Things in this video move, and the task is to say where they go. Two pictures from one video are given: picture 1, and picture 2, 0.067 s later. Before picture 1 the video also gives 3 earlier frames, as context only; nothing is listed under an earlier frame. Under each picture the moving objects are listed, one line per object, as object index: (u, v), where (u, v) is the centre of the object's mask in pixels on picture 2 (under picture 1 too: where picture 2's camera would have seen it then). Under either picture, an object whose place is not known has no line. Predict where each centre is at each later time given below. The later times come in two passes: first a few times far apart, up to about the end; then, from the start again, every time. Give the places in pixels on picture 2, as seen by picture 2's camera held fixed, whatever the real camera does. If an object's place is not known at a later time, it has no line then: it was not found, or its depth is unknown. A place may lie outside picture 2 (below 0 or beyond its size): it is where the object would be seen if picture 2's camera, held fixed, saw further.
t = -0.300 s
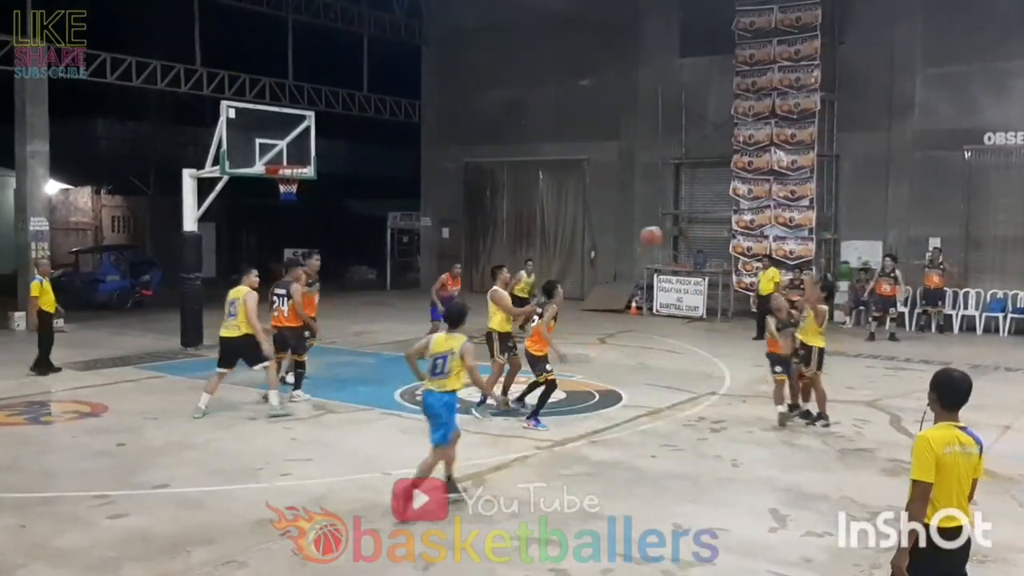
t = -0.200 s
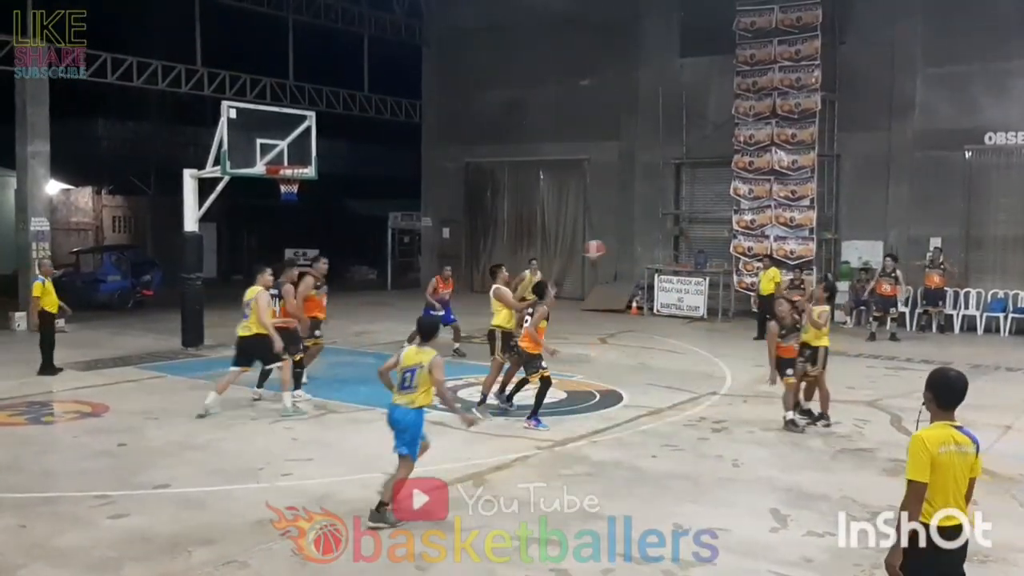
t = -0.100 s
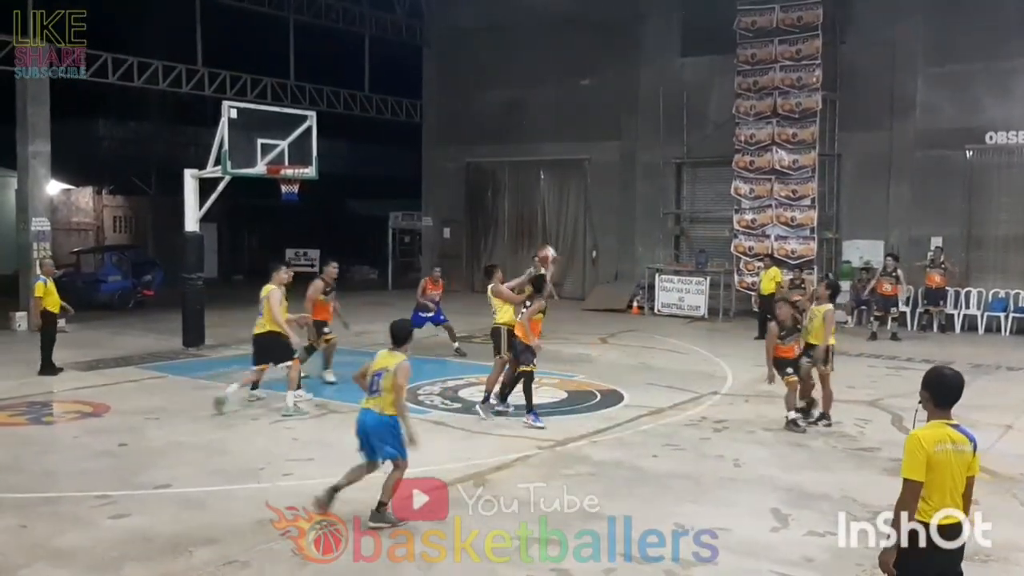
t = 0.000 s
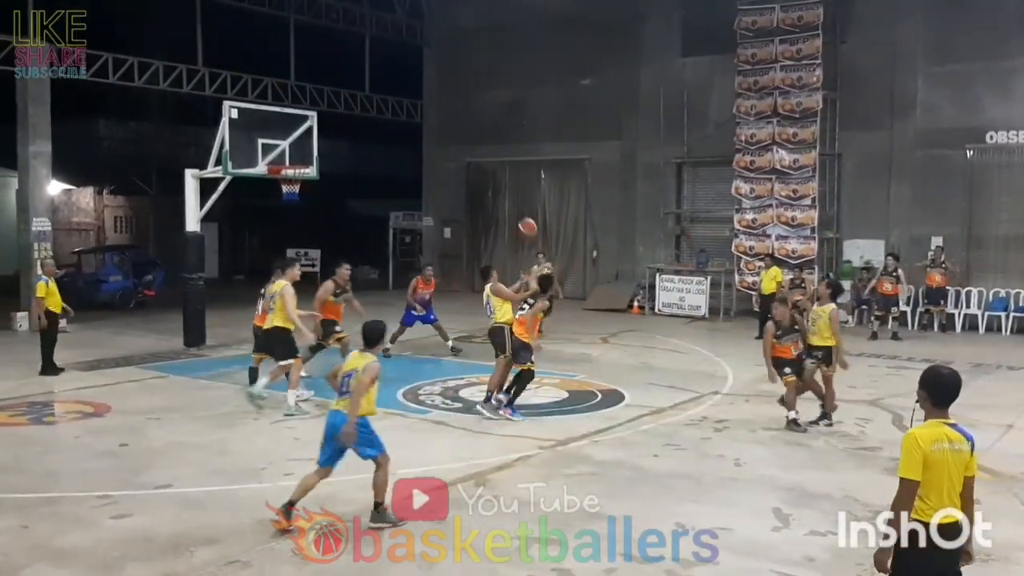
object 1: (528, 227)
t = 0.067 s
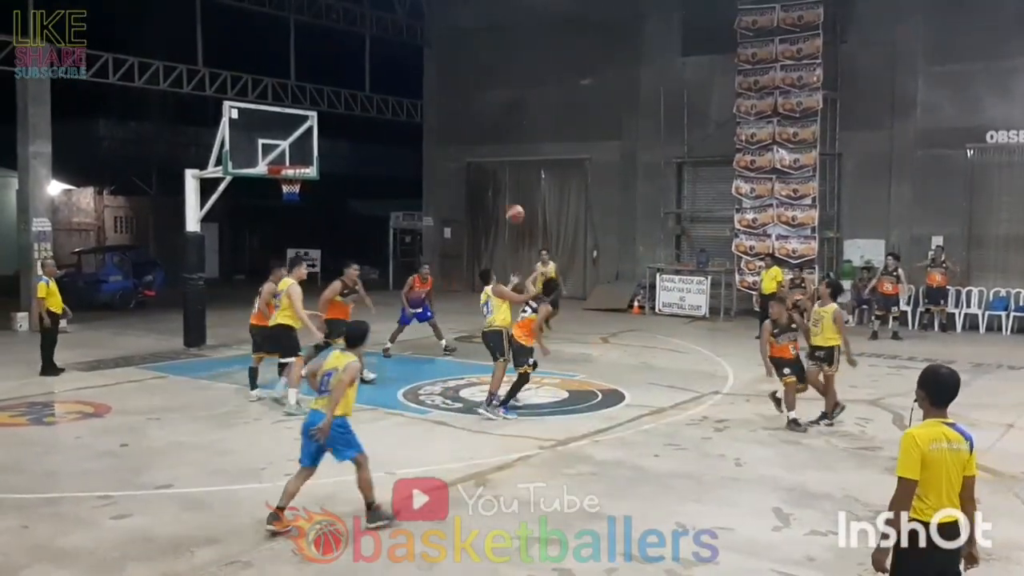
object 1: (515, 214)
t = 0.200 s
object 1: (490, 197)
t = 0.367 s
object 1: (462, 195)
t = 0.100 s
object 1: (508, 208)
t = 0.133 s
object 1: (502, 203)
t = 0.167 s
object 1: (496, 199)
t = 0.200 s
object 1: (490, 197)
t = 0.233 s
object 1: (484, 195)
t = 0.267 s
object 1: (479, 194)
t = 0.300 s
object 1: (473, 194)
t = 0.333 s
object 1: (467, 194)
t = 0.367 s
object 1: (462, 195)
